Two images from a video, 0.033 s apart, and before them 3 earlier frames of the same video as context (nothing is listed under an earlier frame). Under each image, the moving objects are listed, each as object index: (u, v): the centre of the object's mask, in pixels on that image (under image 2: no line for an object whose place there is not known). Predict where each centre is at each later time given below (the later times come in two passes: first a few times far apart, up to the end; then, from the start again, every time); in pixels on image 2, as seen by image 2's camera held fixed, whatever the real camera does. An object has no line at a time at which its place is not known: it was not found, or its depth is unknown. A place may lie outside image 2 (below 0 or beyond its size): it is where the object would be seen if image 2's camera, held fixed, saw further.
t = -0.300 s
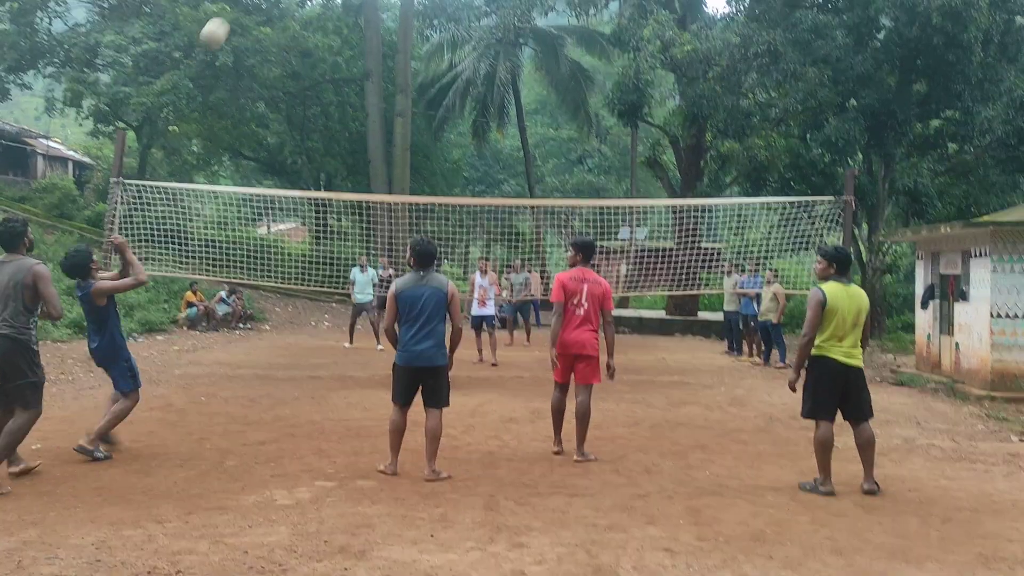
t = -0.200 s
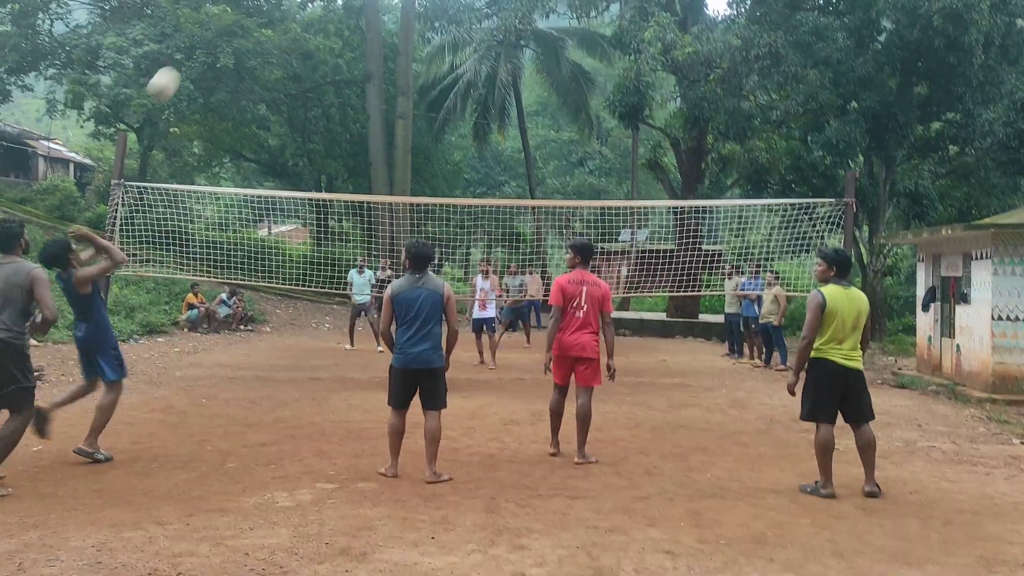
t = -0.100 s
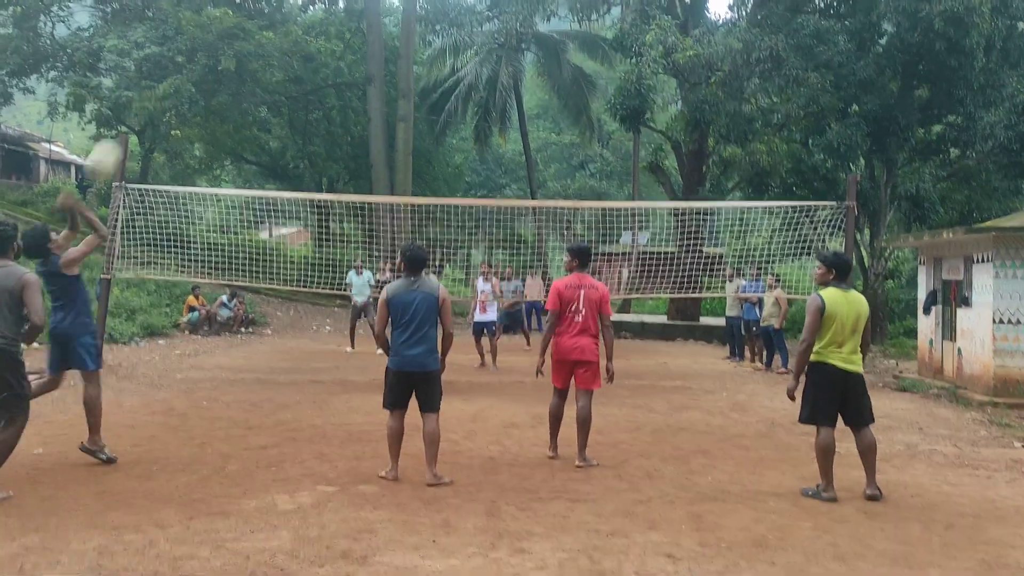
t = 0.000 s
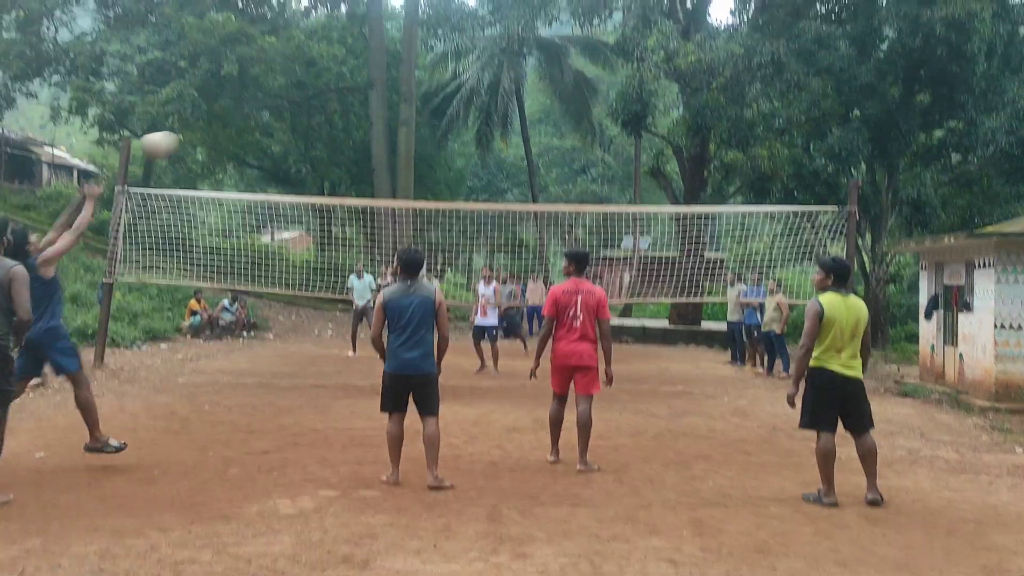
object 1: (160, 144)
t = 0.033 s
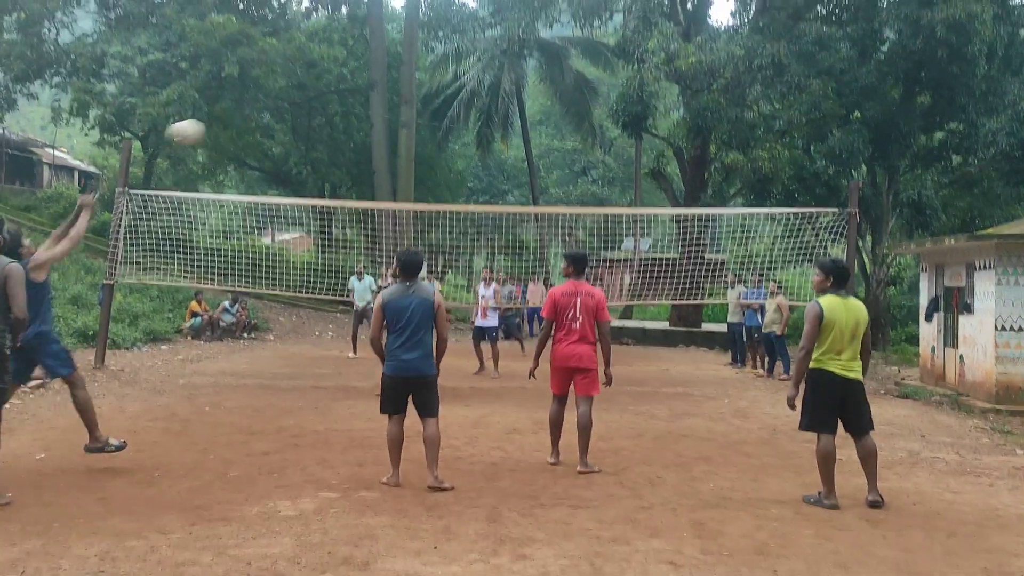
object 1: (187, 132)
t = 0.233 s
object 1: (311, 94)
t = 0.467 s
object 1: (405, 110)
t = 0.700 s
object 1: (468, 162)
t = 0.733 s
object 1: (476, 172)
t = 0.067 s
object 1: (214, 120)
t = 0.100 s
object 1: (236, 111)
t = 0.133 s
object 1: (257, 105)
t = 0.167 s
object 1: (276, 99)
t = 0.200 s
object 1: (294, 95)
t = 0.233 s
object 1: (311, 94)
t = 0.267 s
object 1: (327, 93)
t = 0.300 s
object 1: (342, 94)
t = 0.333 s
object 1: (356, 95)
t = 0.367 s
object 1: (369, 98)
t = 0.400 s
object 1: (381, 100)
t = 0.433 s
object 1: (393, 105)
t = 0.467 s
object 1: (405, 110)
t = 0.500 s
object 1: (415, 116)
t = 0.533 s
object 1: (425, 122)
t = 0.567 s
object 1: (434, 130)
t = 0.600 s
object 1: (443, 136)
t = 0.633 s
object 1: (452, 145)
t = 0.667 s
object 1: (460, 153)
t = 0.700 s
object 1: (468, 162)
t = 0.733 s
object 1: (476, 172)
